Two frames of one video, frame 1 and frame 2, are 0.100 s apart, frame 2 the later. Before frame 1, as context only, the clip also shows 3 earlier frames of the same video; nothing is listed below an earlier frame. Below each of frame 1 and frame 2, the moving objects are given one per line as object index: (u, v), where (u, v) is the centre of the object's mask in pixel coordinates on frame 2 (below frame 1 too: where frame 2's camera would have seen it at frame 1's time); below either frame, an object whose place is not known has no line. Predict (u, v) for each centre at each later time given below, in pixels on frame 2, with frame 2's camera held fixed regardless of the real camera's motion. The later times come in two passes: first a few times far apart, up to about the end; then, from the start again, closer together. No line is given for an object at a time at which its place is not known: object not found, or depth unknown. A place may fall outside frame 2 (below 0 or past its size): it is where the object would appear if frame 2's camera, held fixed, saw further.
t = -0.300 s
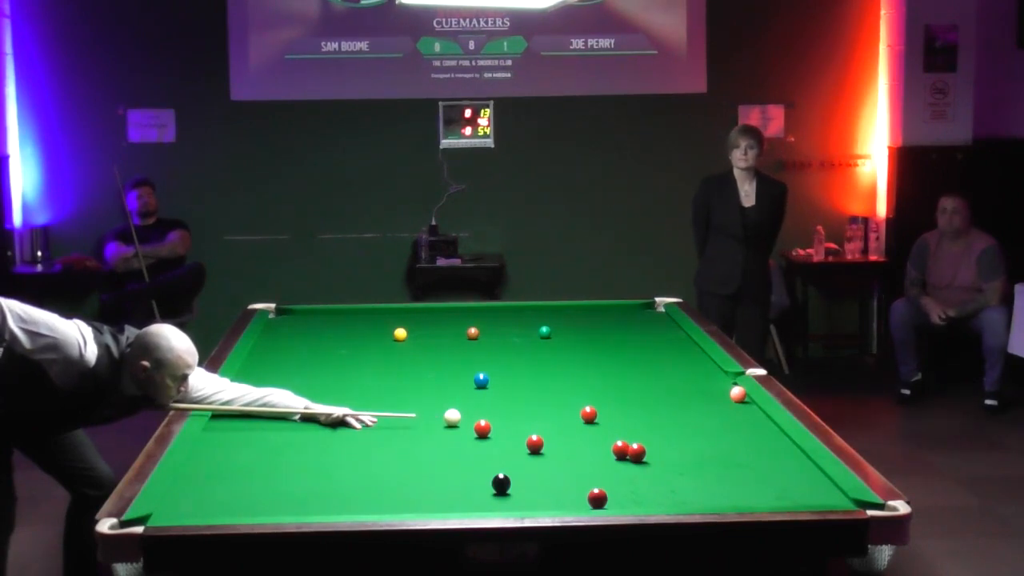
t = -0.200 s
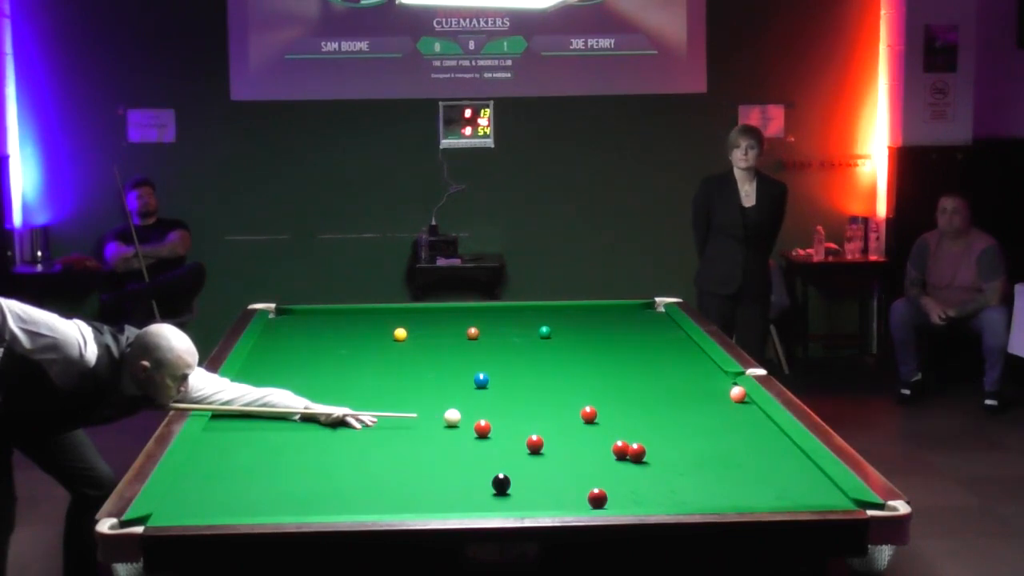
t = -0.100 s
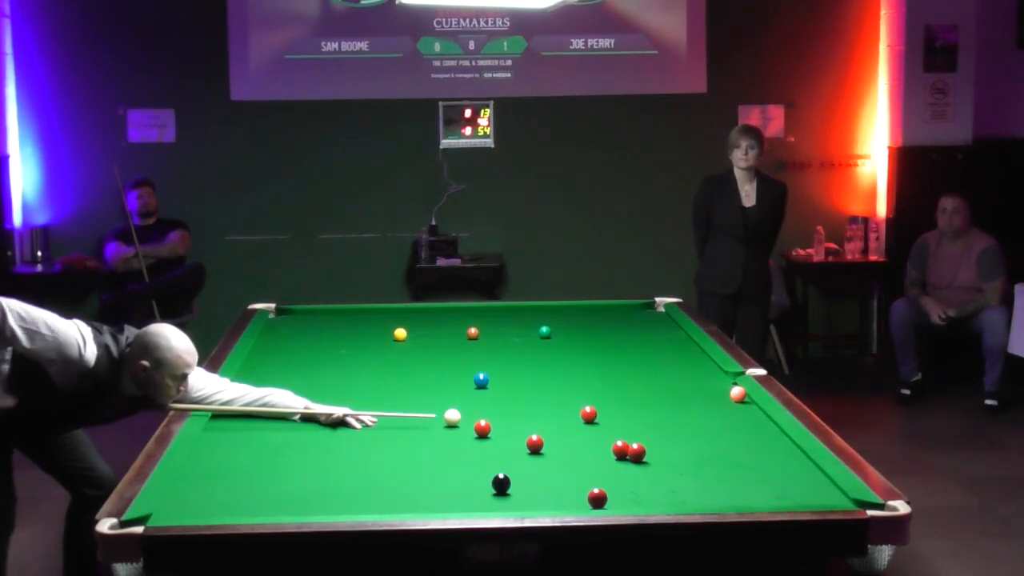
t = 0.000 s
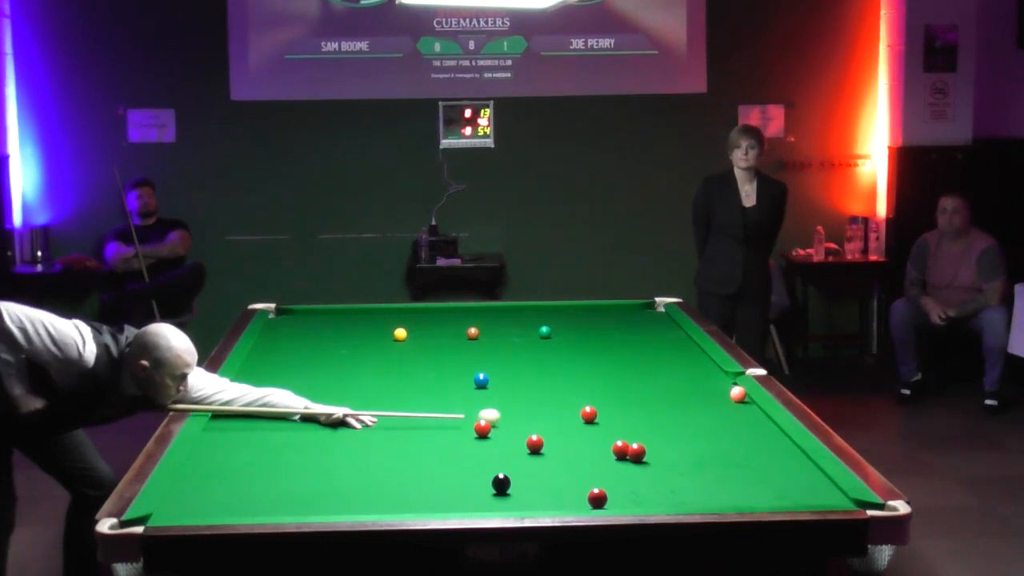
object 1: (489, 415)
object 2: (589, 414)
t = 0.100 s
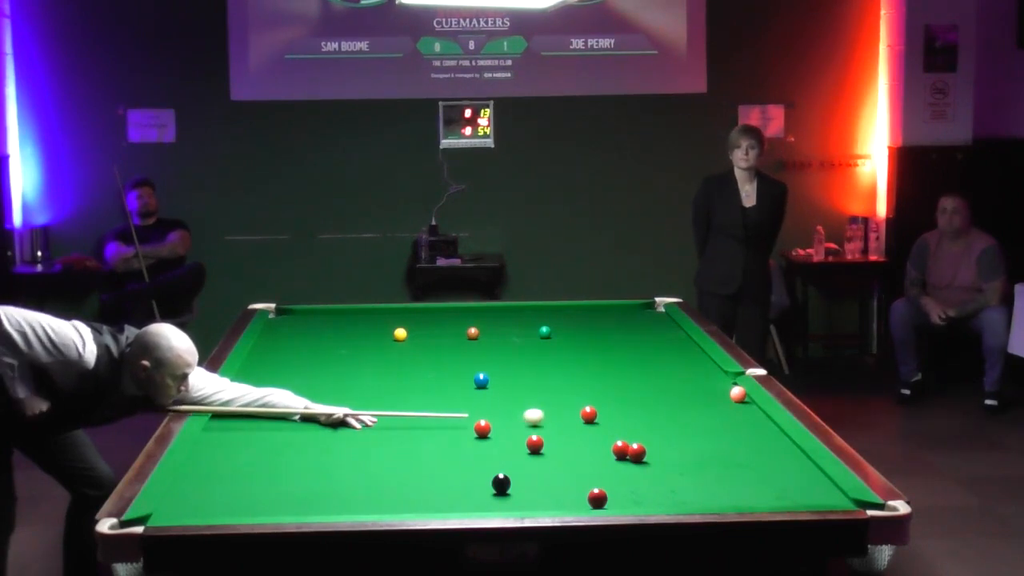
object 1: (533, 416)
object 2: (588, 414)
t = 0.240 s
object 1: (586, 417)
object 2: (596, 410)
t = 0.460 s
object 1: (650, 424)
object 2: (619, 406)
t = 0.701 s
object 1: (723, 432)
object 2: (643, 400)
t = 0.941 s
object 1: (775, 440)
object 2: (665, 395)
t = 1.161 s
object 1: (745, 448)
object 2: (684, 390)
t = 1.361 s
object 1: (719, 455)
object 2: (701, 386)
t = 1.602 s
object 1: (688, 464)
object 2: (718, 382)
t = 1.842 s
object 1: (656, 473)
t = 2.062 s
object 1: (627, 481)
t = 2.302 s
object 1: (595, 485)
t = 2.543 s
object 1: (564, 498)
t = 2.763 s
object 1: (534, 503)
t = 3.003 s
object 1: (504, 506)
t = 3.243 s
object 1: (478, 504)
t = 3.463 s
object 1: (456, 502)
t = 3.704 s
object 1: (434, 500)
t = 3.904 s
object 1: (417, 499)
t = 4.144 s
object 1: (398, 496)
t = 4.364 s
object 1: (382, 494)
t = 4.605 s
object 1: (366, 491)
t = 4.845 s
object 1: (352, 490)
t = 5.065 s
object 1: (339, 488)
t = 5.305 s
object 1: (329, 487)
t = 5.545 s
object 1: (319, 486)
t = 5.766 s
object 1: (311, 485)
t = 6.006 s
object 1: (305, 484)
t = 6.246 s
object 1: (300, 483)
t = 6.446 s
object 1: (296, 483)
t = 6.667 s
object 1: (294, 483)
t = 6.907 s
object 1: (293, 483)
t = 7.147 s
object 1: (292, 483)
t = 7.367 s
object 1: (292, 483)
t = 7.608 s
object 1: (292, 484)
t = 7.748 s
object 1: (292, 484)
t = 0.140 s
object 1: (550, 416)
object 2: (589, 414)
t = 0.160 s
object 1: (558, 416)
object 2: (589, 414)
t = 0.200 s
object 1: (574, 416)
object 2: (590, 414)
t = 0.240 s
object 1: (586, 417)
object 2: (596, 410)
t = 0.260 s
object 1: (591, 417)
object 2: (598, 409)
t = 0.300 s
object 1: (603, 419)
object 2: (601, 408)
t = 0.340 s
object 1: (614, 420)
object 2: (606, 408)
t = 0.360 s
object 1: (620, 421)
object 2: (608, 409)
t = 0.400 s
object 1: (632, 422)
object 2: (613, 408)
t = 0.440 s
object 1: (644, 424)
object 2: (617, 407)
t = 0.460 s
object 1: (650, 424)
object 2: (619, 406)
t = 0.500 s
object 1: (662, 426)
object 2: (623, 405)
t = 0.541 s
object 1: (674, 427)
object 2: (627, 404)
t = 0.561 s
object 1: (680, 427)
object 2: (629, 404)
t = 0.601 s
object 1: (692, 429)
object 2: (633, 403)
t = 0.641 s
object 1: (705, 430)
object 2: (637, 402)
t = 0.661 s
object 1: (711, 430)
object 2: (639, 401)
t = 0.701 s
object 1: (723, 432)
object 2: (643, 400)
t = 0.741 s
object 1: (735, 433)
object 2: (647, 400)
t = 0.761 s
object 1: (741, 434)
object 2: (649, 399)
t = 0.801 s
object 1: (753, 435)
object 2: (653, 398)
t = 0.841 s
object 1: (765, 436)
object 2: (656, 397)
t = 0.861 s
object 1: (772, 437)
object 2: (658, 397)
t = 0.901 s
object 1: (782, 438)
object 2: (662, 396)
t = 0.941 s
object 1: (775, 440)
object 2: (665, 395)
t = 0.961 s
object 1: (772, 441)
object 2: (667, 394)
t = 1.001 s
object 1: (766, 442)
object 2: (671, 394)
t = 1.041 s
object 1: (761, 444)
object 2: (674, 393)
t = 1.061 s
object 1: (758, 444)
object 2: (676, 392)
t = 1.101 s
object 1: (753, 446)
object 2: (680, 391)
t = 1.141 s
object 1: (748, 447)
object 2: (683, 390)
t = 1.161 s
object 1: (745, 448)
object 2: (684, 390)
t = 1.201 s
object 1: (740, 449)
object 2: (688, 389)
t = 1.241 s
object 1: (735, 451)
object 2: (691, 388)
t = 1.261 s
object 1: (732, 451)
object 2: (693, 388)
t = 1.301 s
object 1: (727, 453)
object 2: (696, 387)
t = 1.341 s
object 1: (722, 454)
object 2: (699, 386)
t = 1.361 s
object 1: (719, 455)
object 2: (701, 386)
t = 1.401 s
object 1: (714, 457)
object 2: (704, 385)
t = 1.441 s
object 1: (709, 458)
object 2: (707, 384)
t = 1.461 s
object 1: (706, 459)
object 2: (708, 384)
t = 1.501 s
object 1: (701, 460)
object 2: (711, 383)
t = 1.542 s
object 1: (696, 462)
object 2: (714, 382)
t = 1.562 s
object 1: (693, 462)
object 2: (716, 382)
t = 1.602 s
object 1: (688, 464)
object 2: (718, 382)
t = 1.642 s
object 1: (683, 466)
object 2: (721, 380)
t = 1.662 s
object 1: (680, 466)
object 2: (723, 380)
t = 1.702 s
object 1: (675, 468)
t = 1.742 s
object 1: (670, 469)
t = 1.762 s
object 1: (667, 470)
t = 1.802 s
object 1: (662, 471)
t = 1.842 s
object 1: (656, 473)
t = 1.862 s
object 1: (654, 474)
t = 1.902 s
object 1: (649, 475)
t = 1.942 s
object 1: (643, 477)
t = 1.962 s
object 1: (640, 477)
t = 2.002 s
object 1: (635, 479)
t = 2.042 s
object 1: (630, 480)
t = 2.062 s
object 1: (627, 481)
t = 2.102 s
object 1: (622, 482)
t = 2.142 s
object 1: (617, 484)
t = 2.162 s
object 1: (614, 484)
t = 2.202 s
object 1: (609, 485)
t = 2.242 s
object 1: (605, 485)
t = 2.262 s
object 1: (602, 485)
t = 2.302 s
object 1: (595, 485)
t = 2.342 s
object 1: (588, 488)
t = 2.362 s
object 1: (585, 489)
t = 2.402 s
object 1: (580, 491)
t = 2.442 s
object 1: (577, 495)
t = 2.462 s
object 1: (574, 496)
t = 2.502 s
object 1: (569, 497)
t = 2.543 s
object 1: (564, 498)
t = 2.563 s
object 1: (561, 498)
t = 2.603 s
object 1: (556, 500)
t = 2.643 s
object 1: (550, 500)
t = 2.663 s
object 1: (548, 501)
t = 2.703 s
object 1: (542, 502)
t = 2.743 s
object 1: (537, 503)
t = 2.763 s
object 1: (534, 503)
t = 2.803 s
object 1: (529, 504)
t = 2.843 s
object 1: (524, 505)
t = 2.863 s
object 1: (521, 506)
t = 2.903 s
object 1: (516, 507)
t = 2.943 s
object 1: (511, 507)
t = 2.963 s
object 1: (508, 507)
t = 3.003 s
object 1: (504, 506)
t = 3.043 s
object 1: (499, 506)
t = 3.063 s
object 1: (497, 506)
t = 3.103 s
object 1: (493, 506)
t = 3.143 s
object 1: (489, 505)
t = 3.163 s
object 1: (487, 505)
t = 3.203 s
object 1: (483, 505)
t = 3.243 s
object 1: (478, 504)
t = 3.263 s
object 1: (476, 504)
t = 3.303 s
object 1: (472, 504)
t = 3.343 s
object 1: (468, 504)
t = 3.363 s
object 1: (466, 503)
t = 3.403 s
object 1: (462, 503)
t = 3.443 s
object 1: (458, 502)
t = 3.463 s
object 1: (456, 502)
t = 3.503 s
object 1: (452, 502)
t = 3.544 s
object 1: (449, 502)
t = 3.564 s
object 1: (447, 502)
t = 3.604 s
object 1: (443, 501)
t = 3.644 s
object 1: (439, 501)
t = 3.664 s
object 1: (437, 501)
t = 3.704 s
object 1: (434, 500)
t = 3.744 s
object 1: (430, 500)
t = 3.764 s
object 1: (429, 500)
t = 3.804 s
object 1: (425, 499)
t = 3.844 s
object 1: (422, 499)
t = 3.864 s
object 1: (420, 499)
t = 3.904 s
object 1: (417, 499)
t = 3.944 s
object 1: (414, 498)
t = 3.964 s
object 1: (412, 498)
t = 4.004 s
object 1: (409, 497)
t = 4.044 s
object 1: (406, 497)
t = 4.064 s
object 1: (404, 497)
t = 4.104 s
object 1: (401, 496)
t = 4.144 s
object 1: (398, 496)
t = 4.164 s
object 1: (396, 496)
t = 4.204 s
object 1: (394, 495)
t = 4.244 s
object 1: (390, 495)
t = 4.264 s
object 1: (389, 495)
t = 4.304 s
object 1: (386, 494)
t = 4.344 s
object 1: (383, 494)
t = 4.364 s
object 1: (382, 494)
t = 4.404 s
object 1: (379, 493)
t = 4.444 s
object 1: (377, 493)
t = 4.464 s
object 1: (375, 493)
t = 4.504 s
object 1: (373, 492)
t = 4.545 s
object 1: (370, 492)
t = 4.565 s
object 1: (369, 492)
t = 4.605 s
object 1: (366, 491)
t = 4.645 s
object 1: (364, 491)
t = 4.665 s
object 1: (361, 491)
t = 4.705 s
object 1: (360, 491)
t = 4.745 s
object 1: (358, 490)
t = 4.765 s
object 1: (356, 490)
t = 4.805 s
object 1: (355, 489)
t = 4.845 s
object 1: (352, 490)
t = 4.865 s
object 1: (350, 489)
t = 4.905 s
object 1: (349, 489)
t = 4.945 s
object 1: (346, 489)
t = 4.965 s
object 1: (344, 489)
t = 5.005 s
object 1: (343, 489)
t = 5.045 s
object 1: (342, 488)
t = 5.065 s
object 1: (339, 488)
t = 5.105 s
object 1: (338, 488)
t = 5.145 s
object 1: (336, 487)
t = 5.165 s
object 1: (334, 487)
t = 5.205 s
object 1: (334, 487)
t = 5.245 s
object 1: (331, 487)
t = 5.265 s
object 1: (330, 486)
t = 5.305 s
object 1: (329, 487)
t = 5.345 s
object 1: (327, 486)
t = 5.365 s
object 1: (325, 486)
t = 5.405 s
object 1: (325, 486)
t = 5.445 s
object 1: (323, 486)
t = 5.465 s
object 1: (321, 486)
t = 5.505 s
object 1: (321, 486)
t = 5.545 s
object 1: (319, 486)
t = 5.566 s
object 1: (318, 485)
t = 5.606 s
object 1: (317, 485)
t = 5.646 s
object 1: (315, 485)
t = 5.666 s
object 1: (314, 485)
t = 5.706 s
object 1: (313, 485)
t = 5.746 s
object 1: (312, 485)
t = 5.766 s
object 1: (311, 485)
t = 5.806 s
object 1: (310, 485)
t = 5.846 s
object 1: (309, 484)
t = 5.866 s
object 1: (308, 484)
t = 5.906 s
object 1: (307, 484)
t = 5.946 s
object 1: (306, 484)
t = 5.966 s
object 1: (305, 484)
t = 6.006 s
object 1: (305, 484)
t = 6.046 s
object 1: (304, 483)
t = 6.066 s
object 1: (303, 484)
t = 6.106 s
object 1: (302, 484)
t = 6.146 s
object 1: (302, 484)
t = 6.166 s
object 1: (301, 483)
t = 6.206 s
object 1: (300, 483)
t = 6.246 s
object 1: (300, 483)
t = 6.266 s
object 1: (299, 483)
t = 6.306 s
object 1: (298, 483)
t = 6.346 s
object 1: (298, 483)
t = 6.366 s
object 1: (297, 483)
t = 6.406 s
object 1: (297, 483)
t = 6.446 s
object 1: (296, 483)
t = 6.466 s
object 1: (296, 483)
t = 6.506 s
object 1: (296, 483)
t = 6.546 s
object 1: (295, 483)
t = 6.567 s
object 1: (295, 483)
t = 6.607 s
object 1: (295, 483)
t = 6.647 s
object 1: (294, 483)
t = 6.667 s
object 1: (294, 483)
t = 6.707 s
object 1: (294, 483)
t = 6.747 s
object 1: (293, 483)
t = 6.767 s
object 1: (293, 483)
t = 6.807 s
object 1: (293, 483)
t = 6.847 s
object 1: (293, 483)
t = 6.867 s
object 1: (293, 483)
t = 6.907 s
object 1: (293, 483)
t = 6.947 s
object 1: (292, 483)
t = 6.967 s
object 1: (292, 483)
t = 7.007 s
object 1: (292, 483)
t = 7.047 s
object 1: (292, 483)
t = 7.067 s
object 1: (292, 483)
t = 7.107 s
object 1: (292, 483)
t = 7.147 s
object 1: (292, 483)
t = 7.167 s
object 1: (292, 483)
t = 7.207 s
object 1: (292, 483)
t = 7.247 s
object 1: (292, 483)
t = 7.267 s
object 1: (292, 483)
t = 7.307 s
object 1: (292, 483)
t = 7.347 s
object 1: (292, 484)
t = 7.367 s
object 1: (292, 483)
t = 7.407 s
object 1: (292, 483)
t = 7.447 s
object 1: (292, 483)
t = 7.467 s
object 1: (292, 484)
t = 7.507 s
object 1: (292, 484)
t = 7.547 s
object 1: (292, 484)
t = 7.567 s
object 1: (292, 484)
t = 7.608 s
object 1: (292, 484)
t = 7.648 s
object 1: (292, 484)
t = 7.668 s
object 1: (292, 484)
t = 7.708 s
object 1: (292, 484)
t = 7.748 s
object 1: (292, 484)
